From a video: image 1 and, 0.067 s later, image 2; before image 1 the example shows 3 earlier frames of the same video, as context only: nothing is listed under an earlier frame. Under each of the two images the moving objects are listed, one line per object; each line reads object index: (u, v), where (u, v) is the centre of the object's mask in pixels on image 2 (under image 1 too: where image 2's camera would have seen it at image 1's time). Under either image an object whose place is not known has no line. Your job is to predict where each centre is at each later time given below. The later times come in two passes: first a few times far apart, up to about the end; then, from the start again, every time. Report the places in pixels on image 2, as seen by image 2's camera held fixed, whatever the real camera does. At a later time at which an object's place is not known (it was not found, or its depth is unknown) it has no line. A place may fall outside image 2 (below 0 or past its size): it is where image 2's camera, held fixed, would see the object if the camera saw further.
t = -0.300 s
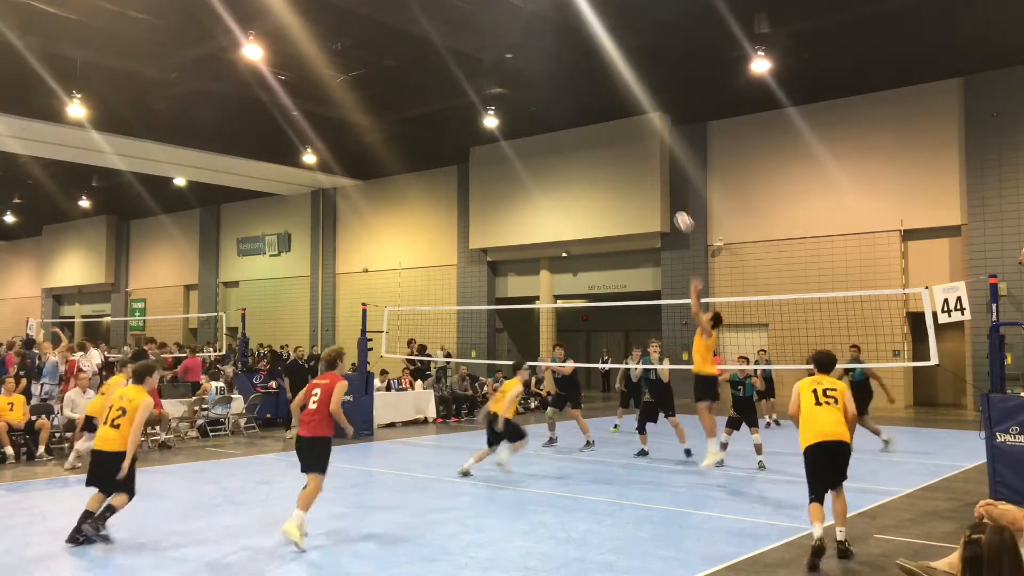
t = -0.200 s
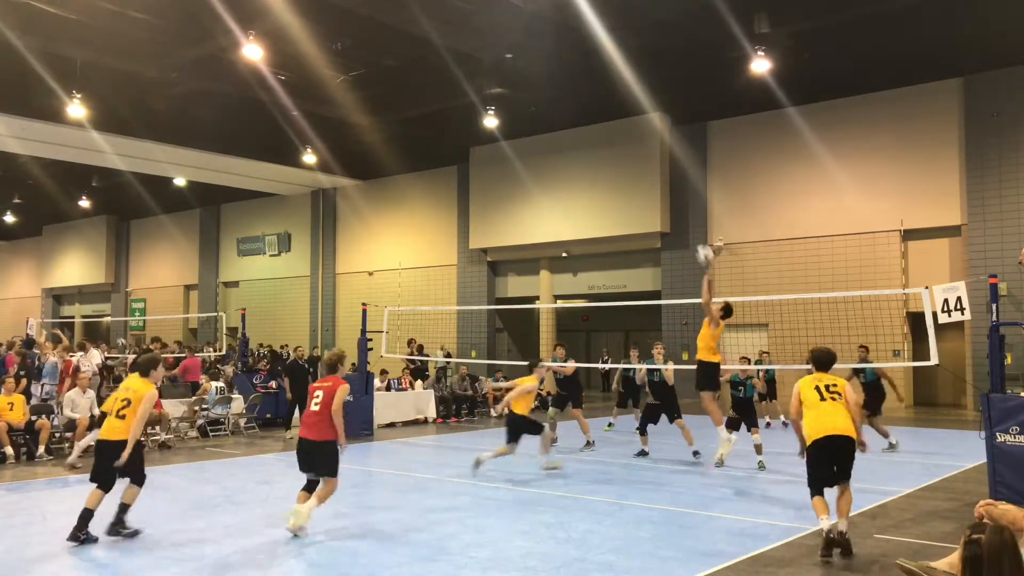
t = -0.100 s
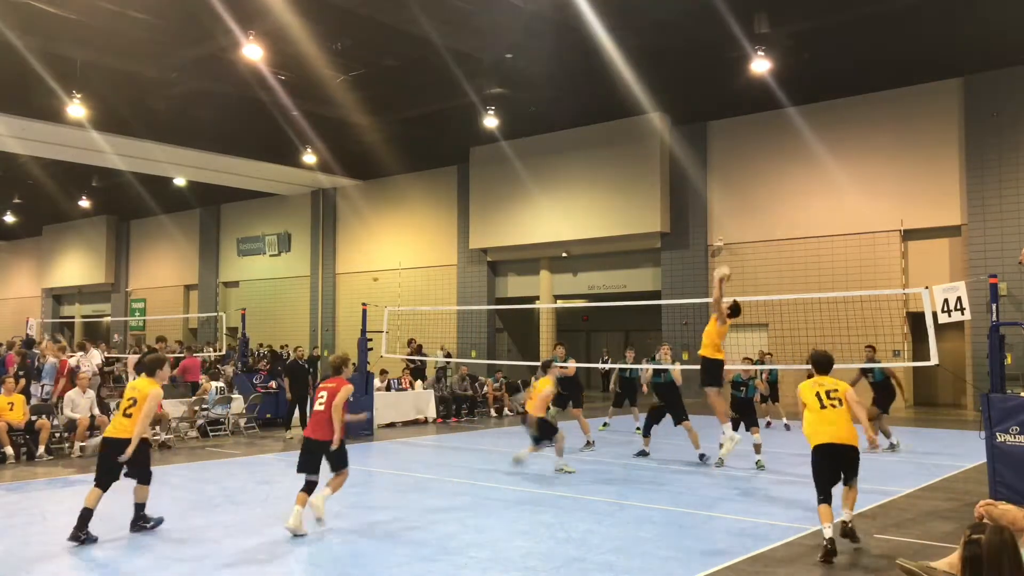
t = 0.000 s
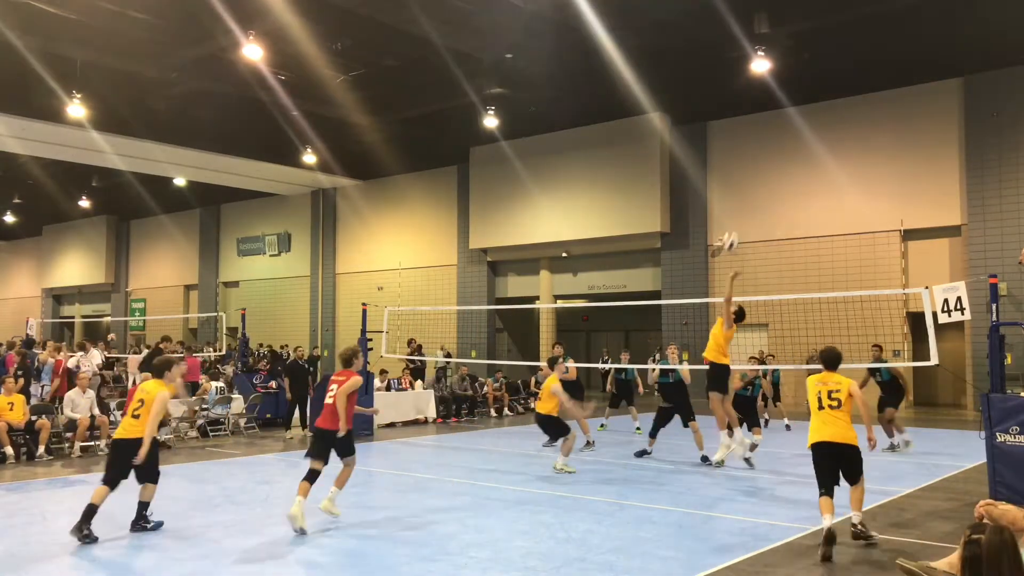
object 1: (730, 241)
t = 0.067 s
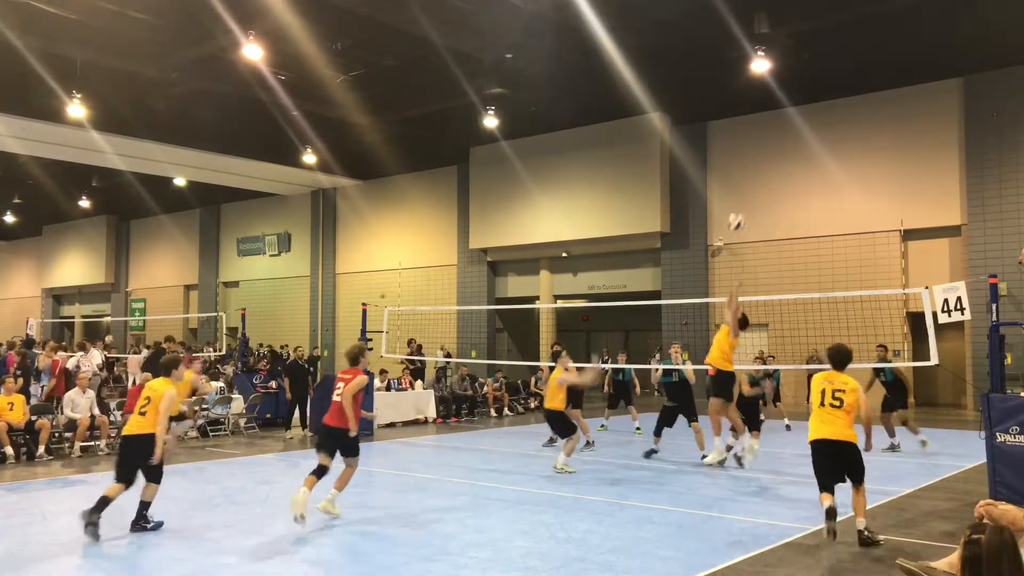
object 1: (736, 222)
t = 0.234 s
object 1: (749, 189)
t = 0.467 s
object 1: (768, 179)
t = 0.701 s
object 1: (786, 210)
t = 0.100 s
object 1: (739, 213)
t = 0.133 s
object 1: (741, 206)
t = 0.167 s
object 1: (743, 200)
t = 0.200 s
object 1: (746, 194)
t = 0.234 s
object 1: (749, 189)
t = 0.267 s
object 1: (752, 185)
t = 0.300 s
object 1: (754, 182)
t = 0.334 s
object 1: (757, 180)
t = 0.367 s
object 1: (760, 178)
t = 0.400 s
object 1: (762, 178)
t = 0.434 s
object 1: (765, 178)
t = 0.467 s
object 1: (768, 179)
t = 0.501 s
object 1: (771, 181)
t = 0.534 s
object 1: (772, 183)
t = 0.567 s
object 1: (774, 187)
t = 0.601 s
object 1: (777, 191)
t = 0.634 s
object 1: (780, 197)
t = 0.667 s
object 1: (784, 203)
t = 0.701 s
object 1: (786, 210)
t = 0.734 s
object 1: (788, 218)
